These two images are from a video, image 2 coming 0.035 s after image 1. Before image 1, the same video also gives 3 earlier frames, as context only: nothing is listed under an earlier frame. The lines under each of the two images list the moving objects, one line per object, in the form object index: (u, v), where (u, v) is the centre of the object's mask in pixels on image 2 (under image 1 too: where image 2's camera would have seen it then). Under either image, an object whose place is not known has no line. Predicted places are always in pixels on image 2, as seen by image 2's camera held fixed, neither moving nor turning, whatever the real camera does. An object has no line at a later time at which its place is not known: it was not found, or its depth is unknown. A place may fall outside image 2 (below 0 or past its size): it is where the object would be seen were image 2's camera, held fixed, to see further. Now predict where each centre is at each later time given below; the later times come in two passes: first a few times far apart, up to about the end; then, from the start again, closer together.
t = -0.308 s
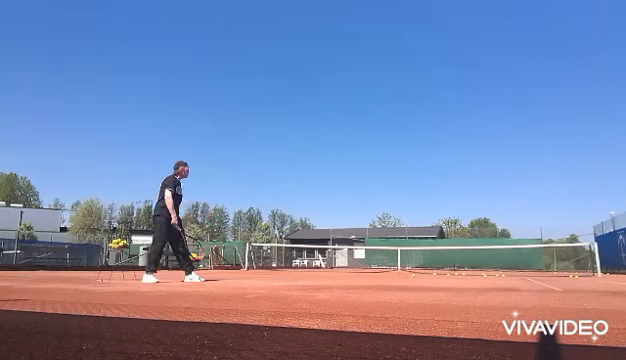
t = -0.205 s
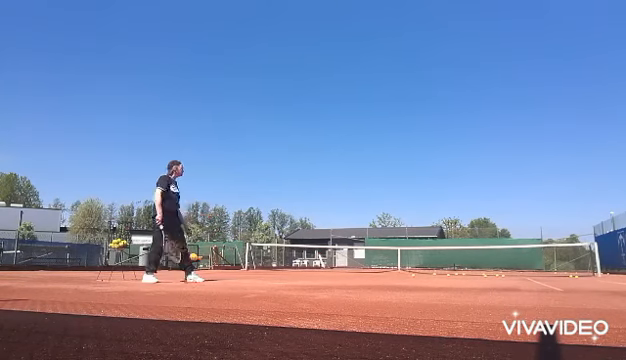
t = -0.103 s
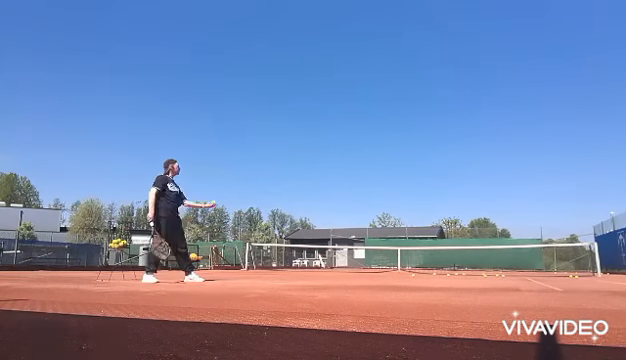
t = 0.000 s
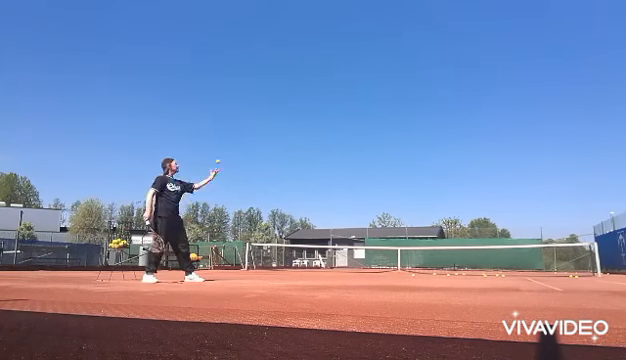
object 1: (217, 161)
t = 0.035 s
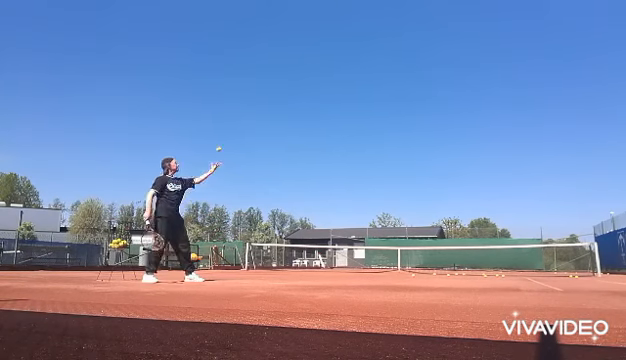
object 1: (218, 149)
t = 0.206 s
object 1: (223, 99)
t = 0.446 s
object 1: (228, 59)
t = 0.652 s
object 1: (231, 51)
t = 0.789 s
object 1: (233, 59)
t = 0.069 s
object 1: (219, 137)
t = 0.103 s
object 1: (220, 126)
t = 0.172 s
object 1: (220, 107)
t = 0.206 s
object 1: (223, 99)
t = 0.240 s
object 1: (224, 91)
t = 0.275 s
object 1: (224, 84)
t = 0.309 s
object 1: (225, 78)
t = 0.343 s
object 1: (226, 72)
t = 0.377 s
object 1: (226, 67)
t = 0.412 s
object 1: (227, 63)
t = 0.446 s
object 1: (228, 59)
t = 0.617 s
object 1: (231, 51)
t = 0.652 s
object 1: (231, 51)
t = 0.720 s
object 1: (232, 53)
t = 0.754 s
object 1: (232, 56)
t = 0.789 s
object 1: (233, 59)
